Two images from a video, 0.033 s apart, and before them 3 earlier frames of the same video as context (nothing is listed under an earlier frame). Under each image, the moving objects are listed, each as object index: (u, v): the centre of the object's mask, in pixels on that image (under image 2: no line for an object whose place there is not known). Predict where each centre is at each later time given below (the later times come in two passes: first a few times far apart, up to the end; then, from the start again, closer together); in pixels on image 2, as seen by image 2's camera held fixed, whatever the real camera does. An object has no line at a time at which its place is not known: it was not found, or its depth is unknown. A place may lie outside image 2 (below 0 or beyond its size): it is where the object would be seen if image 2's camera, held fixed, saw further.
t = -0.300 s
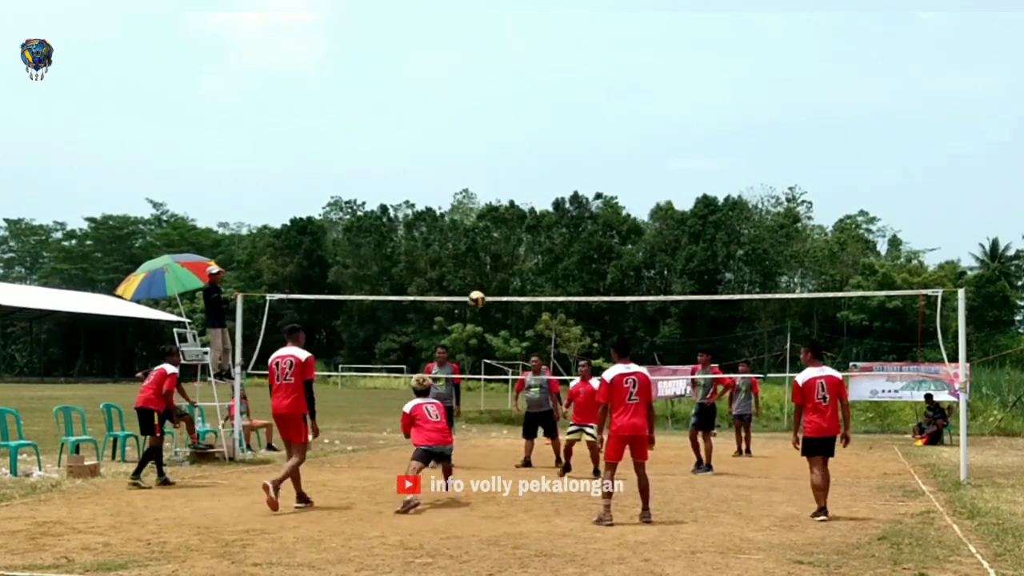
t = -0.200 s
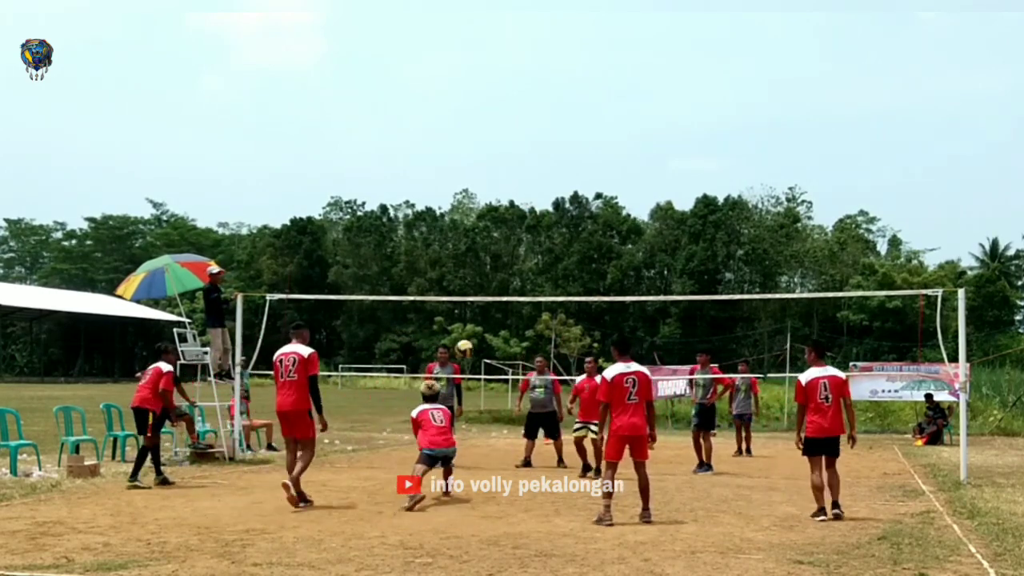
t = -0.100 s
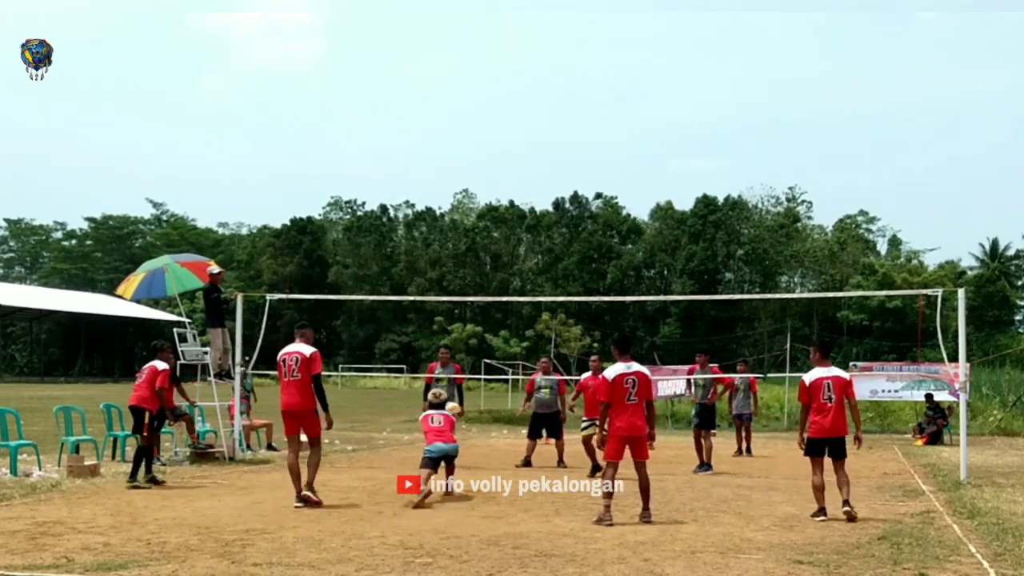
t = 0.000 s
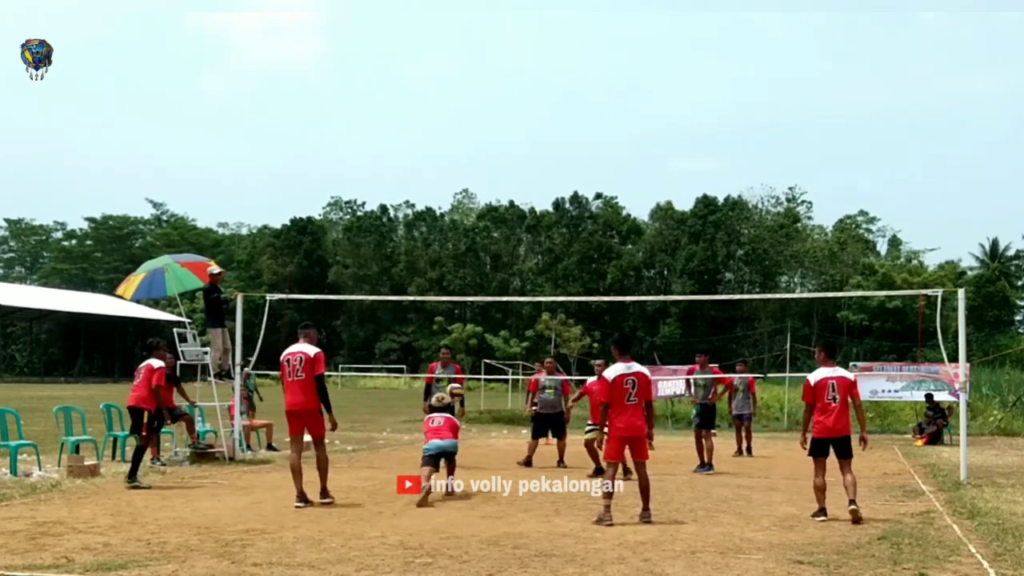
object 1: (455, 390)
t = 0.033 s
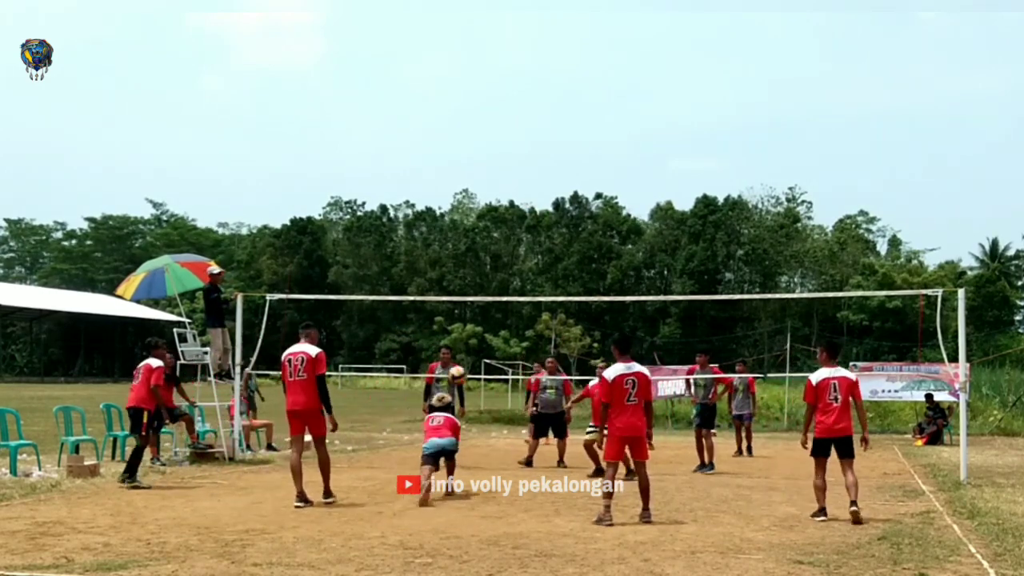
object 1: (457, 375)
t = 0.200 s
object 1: (472, 305)
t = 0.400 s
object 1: (487, 253)
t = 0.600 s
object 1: (501, 235)
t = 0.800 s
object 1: (513, 247)
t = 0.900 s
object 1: (519, 264)
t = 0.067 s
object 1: (460, 358)
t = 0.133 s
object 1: (467, 329)
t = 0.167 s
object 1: (469, 316)
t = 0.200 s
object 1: (472, 305)
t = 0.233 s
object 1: (475, 294)
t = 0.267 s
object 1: (477, 283)
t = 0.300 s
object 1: (479, 275)
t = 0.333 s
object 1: (482, 266)
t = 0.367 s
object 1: (484, 259)
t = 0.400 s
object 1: (487, 253)
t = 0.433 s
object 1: (490, 247)
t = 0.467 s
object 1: (492, 244)
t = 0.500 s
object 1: (494, 240)
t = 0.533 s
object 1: (496, 237)
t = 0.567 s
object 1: (498, 236)
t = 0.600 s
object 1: (501, 235)
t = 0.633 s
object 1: (503, 234)
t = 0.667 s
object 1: (505, 235)
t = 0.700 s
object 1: (507, 237)
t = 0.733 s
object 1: (509, 239)
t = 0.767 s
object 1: (511, 242)
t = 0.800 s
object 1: (513, 247)
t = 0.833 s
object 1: (515, 251)
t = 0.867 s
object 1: (517, 257)
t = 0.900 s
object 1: (519, 264)
